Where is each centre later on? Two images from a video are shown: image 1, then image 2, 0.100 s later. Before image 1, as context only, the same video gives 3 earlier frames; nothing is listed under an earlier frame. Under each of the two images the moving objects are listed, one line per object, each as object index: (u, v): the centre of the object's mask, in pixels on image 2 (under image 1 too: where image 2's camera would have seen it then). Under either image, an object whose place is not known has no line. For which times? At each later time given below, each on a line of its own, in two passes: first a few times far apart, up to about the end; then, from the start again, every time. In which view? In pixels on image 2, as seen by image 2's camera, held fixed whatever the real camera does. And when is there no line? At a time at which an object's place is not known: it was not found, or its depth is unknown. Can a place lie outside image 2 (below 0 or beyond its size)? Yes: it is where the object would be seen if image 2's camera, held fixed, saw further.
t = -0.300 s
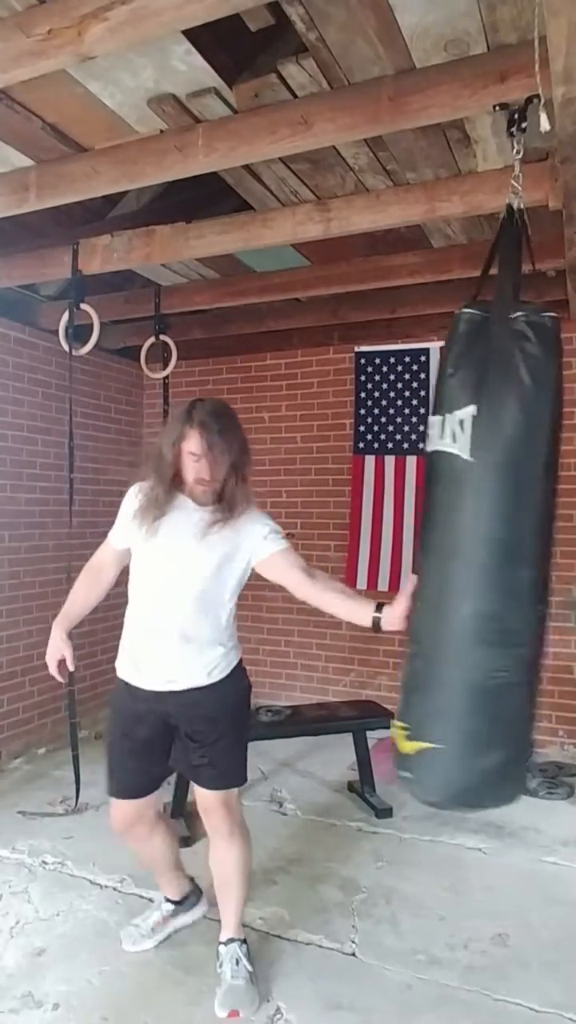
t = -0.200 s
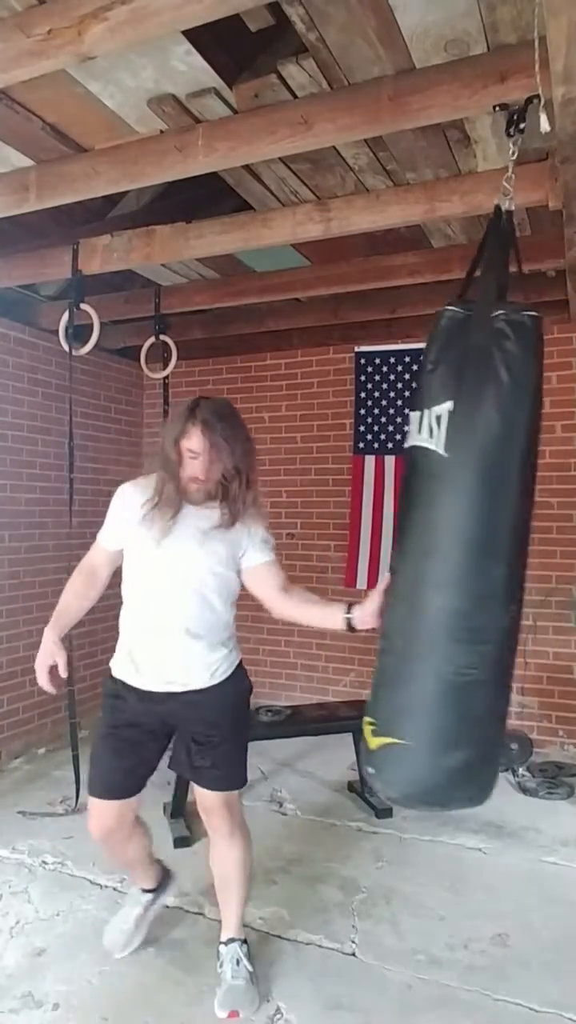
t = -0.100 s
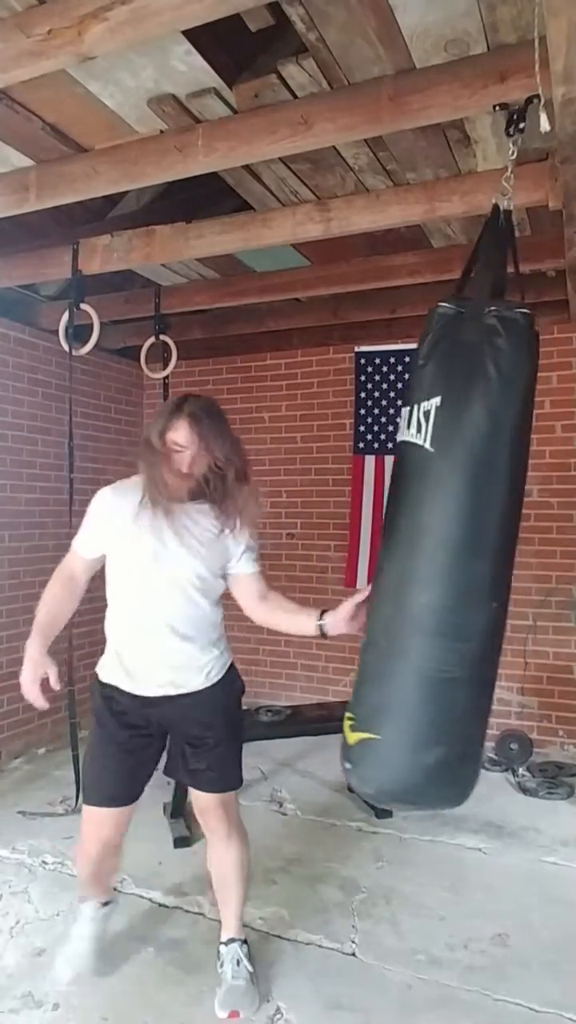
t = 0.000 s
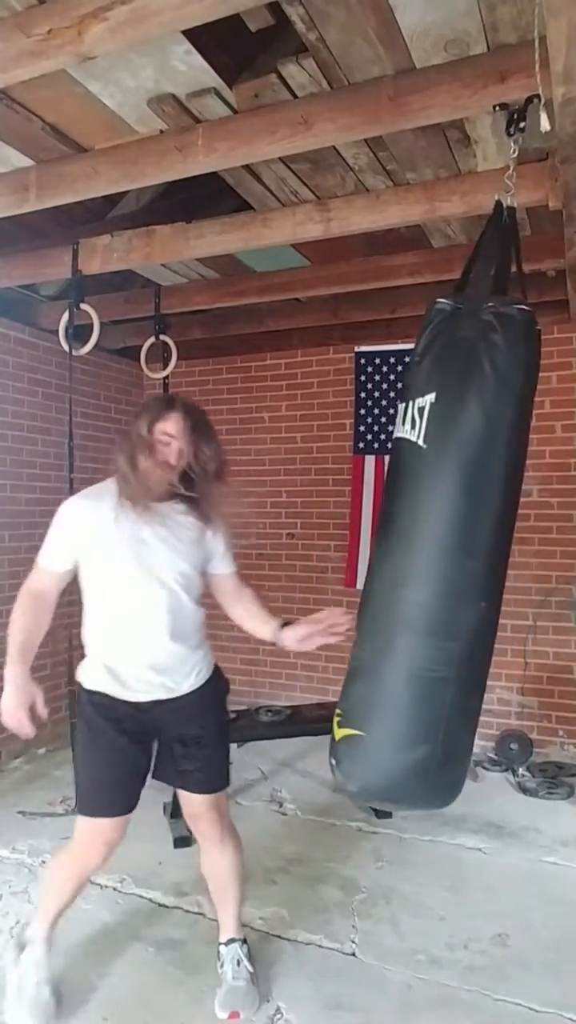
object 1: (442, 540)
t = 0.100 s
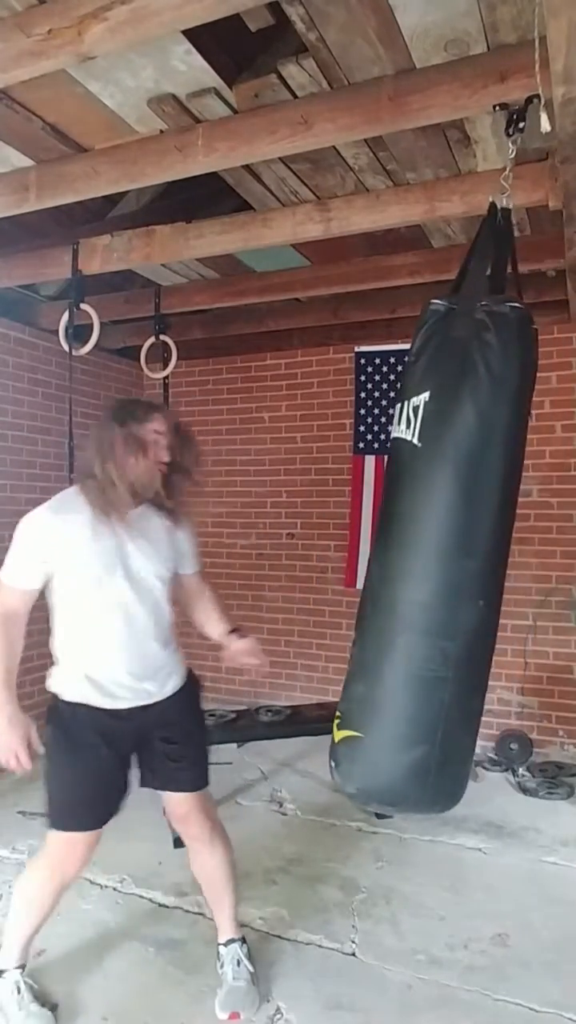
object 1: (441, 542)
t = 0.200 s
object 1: (448, 544)
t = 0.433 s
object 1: (485, 548)
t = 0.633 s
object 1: (521, 540)
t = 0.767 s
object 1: (535, 510)
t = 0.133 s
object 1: (442, 543)
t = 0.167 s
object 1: (444, 543)
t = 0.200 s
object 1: (448, 544)
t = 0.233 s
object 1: (451, 543)
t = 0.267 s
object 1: (456, 543)
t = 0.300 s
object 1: (461, 544)
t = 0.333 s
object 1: (466, 545)
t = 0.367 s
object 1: (472, 547)
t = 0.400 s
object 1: (478, 548)
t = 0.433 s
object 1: (485, 548)
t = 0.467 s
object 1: (493, 548)
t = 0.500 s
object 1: (500, 549)
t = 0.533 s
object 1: (507, 549)
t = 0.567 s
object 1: (513, 548)
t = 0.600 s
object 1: (517, 543)
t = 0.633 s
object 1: (521, 540)
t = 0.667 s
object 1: (525, 534)
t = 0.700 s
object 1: (528, 528)
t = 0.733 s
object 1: (532, 520)
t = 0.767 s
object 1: (535, 510)
